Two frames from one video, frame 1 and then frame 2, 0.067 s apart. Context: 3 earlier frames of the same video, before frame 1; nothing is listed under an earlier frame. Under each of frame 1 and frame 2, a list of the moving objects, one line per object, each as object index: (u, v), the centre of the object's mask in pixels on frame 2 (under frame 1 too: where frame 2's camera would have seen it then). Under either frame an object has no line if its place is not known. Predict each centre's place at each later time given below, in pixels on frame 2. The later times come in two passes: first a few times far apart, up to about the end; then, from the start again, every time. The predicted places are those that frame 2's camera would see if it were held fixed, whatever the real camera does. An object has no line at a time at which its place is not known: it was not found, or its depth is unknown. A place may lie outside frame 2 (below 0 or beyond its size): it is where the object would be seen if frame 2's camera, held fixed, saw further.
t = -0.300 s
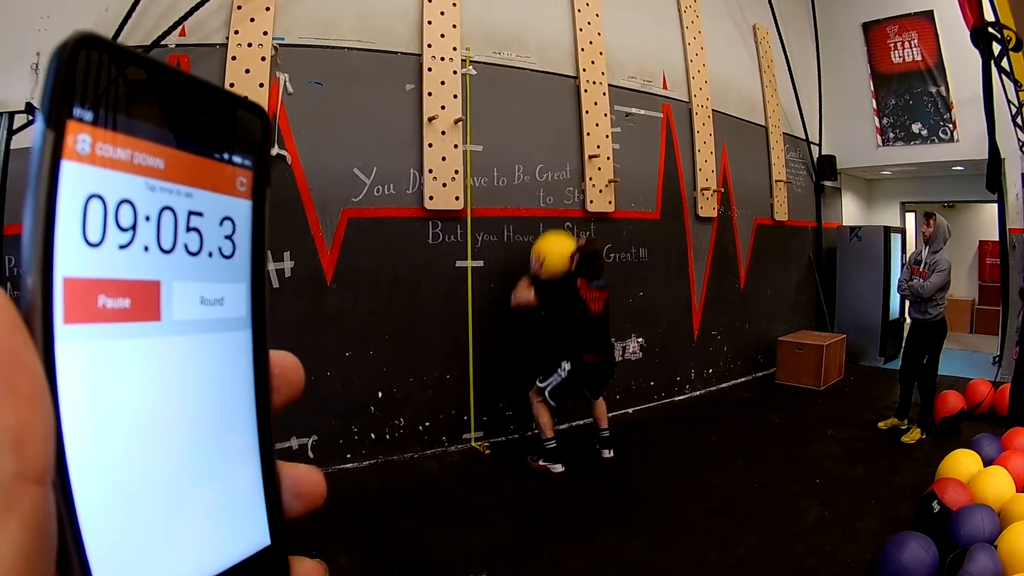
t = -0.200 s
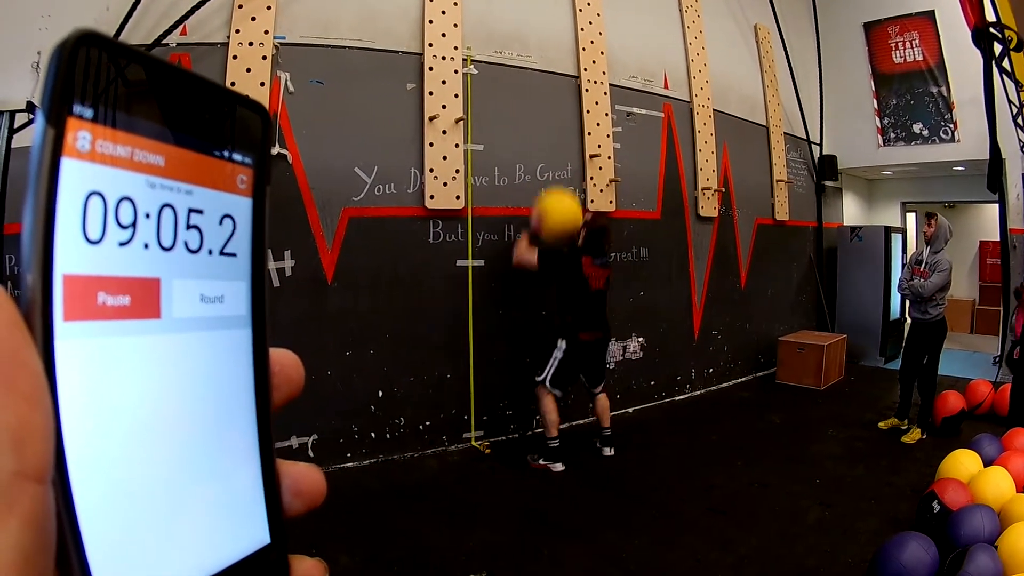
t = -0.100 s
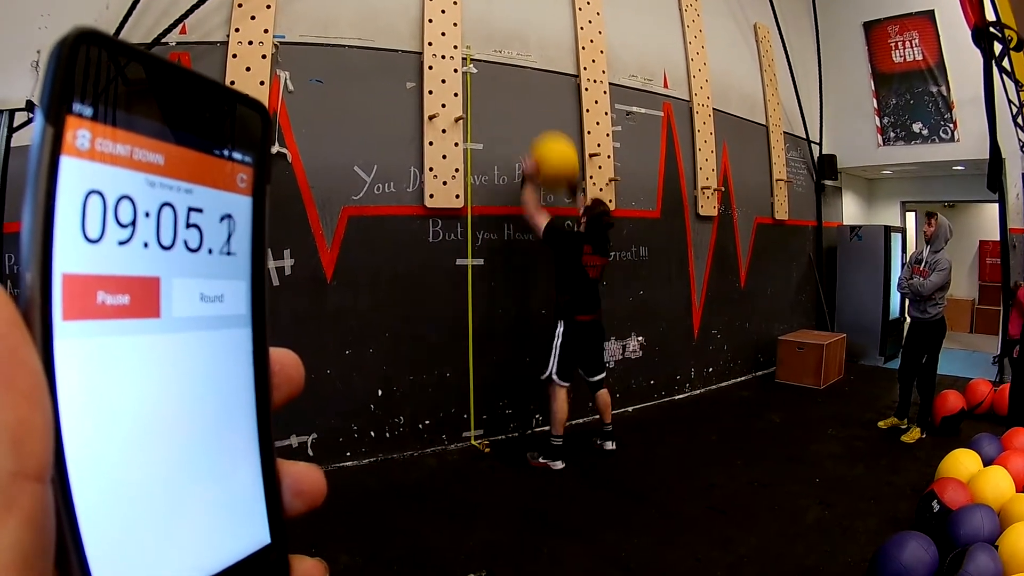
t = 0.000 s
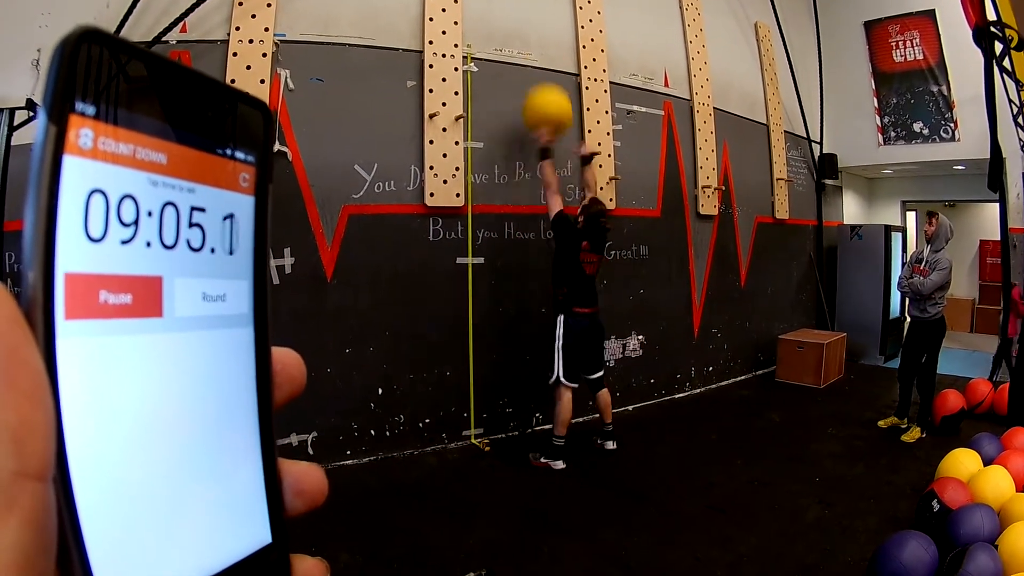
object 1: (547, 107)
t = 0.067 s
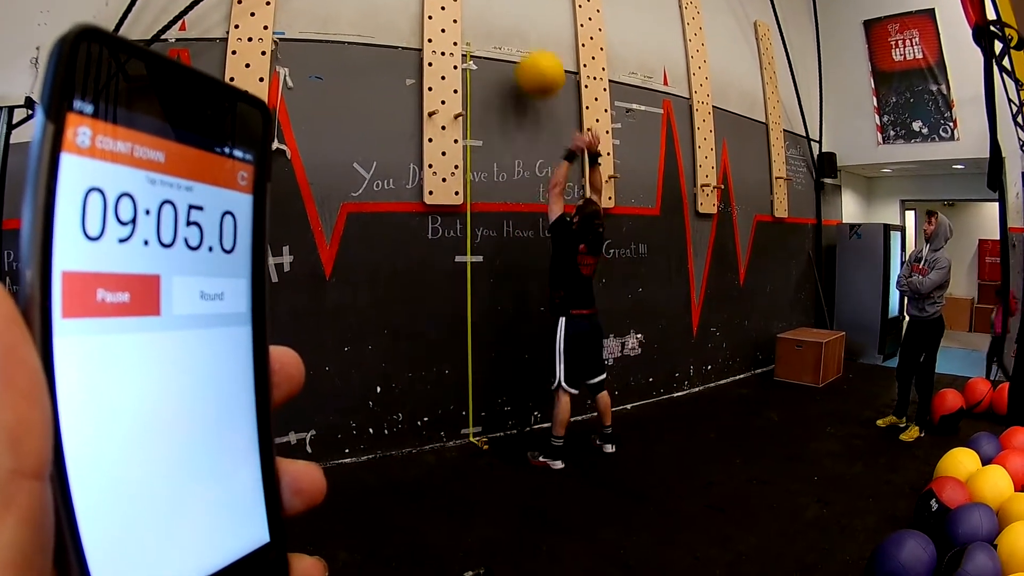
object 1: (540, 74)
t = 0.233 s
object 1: (530, 38)
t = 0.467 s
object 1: (531, 30)
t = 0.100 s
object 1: (538, 64)
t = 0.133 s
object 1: (535, 56)
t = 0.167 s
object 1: (534, 48)
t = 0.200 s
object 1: (532, 42)
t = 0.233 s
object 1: (530, 38)
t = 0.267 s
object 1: (529, 34)
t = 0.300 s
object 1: (529, 31)
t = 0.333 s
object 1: (529, 27)
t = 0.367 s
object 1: (530, 26)
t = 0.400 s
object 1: (530, 27)
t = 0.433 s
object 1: (531, 28)
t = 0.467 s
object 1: (531, 30)
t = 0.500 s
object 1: (532, 33)
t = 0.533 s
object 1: (533, 37)
